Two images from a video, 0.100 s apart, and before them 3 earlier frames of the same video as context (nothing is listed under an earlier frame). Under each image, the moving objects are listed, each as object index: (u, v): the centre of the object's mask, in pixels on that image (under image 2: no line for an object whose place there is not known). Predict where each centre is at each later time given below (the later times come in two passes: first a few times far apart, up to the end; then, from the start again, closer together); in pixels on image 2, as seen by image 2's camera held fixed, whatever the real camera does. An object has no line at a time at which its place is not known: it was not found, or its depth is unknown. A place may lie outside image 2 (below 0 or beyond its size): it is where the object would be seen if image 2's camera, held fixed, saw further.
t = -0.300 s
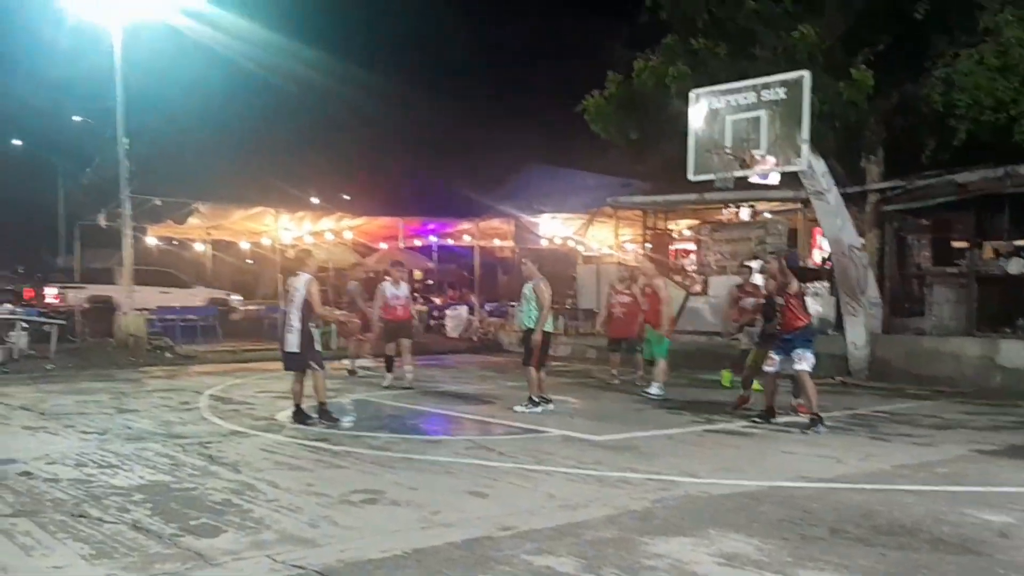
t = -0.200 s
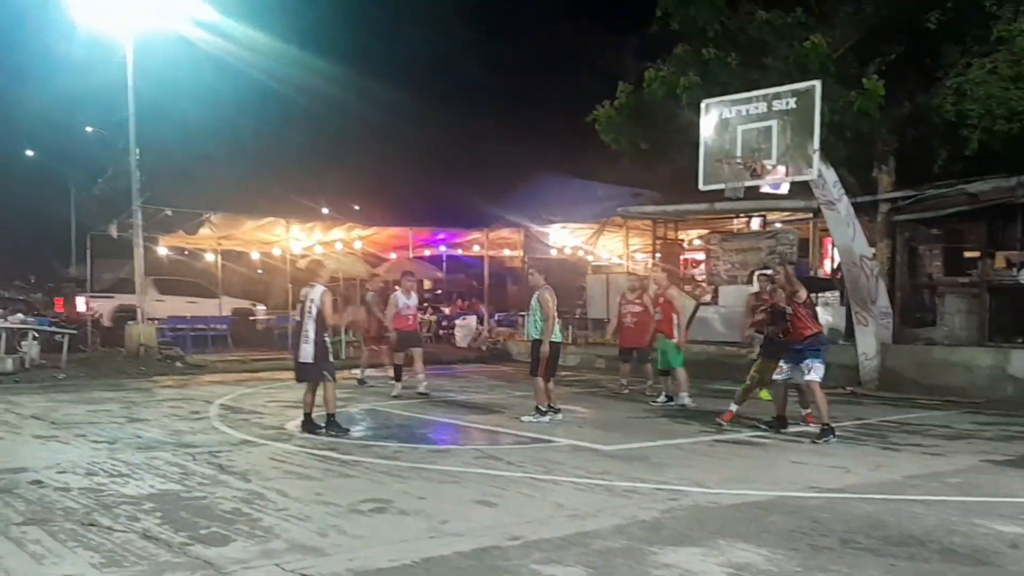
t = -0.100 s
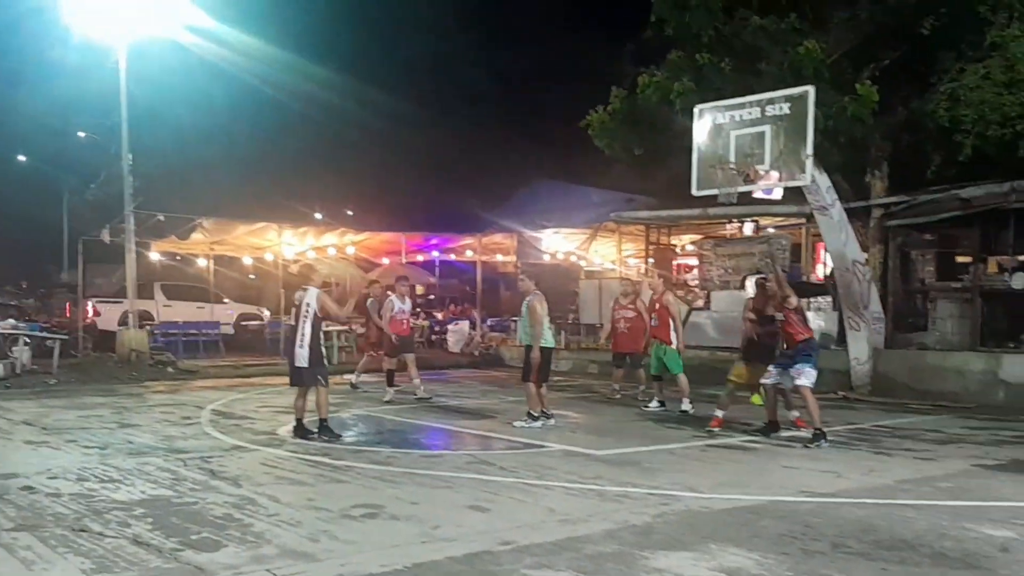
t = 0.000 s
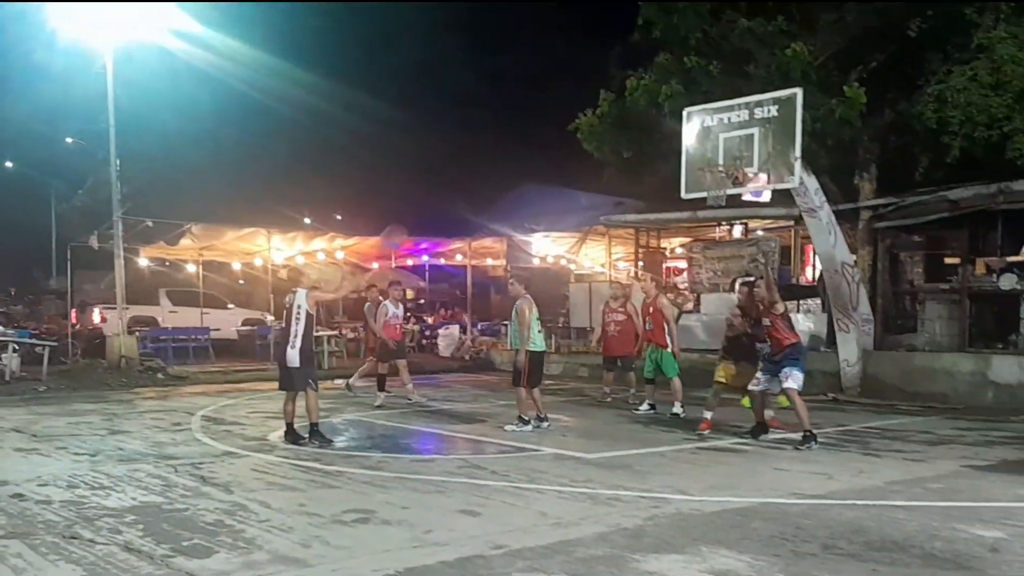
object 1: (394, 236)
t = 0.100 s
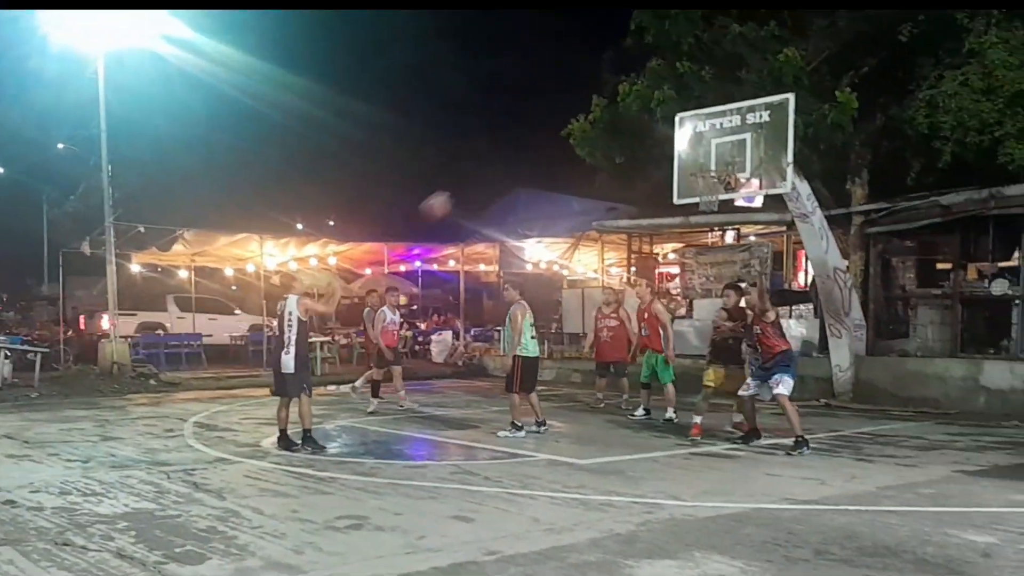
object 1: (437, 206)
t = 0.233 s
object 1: (505, 167)
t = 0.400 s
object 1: (587, 140)
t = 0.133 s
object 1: (454, 195)
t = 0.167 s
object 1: (471, 184)
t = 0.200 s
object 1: (488, 175)
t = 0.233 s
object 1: (505, 167)
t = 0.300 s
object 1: (537, 154)
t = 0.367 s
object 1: (571, 142)
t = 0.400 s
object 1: (587, 140)
